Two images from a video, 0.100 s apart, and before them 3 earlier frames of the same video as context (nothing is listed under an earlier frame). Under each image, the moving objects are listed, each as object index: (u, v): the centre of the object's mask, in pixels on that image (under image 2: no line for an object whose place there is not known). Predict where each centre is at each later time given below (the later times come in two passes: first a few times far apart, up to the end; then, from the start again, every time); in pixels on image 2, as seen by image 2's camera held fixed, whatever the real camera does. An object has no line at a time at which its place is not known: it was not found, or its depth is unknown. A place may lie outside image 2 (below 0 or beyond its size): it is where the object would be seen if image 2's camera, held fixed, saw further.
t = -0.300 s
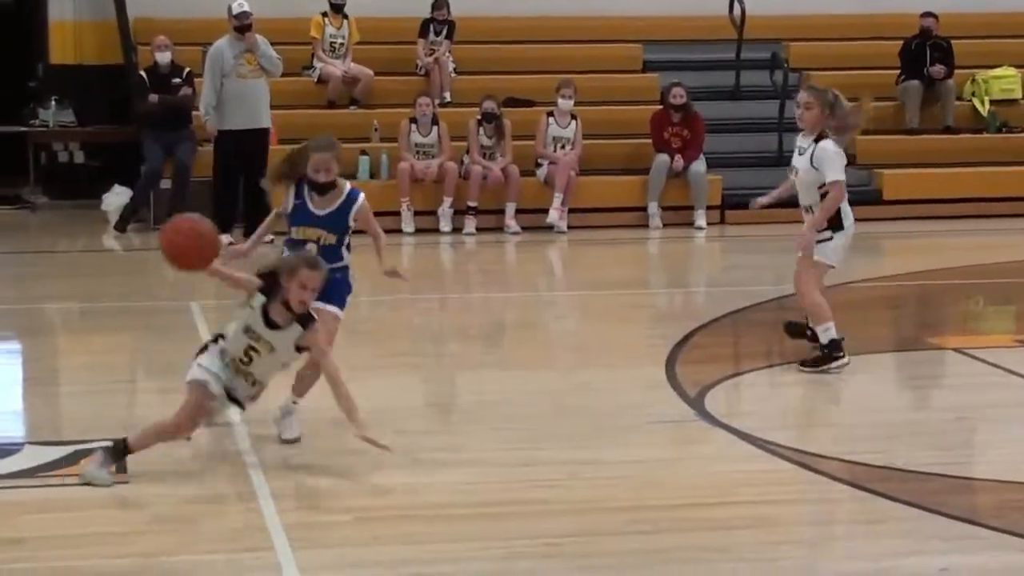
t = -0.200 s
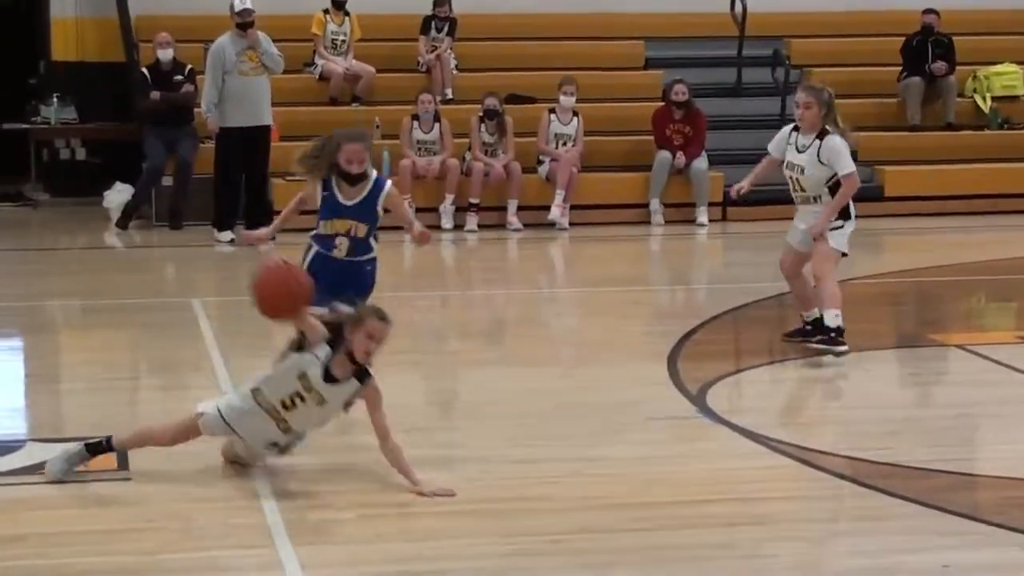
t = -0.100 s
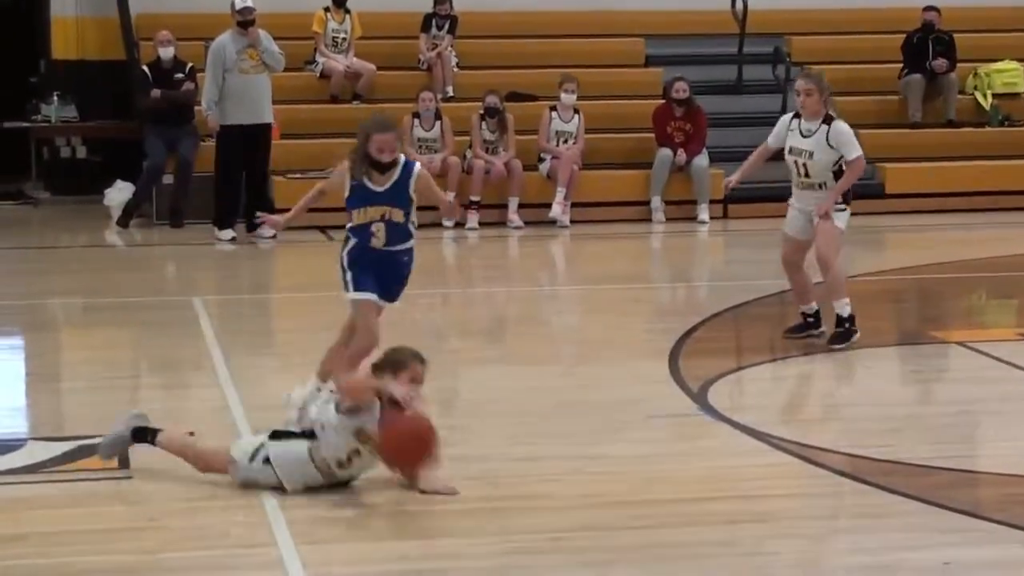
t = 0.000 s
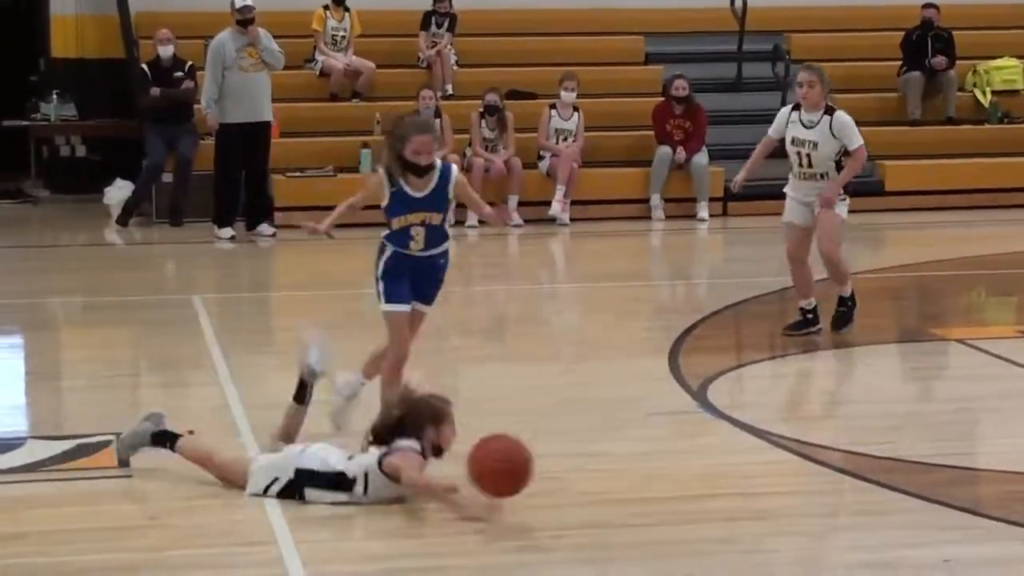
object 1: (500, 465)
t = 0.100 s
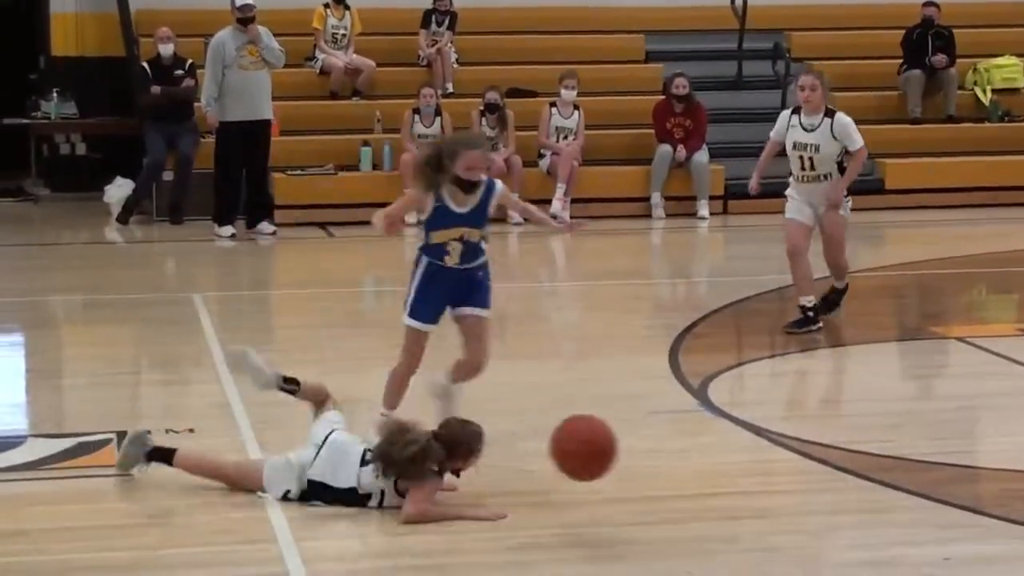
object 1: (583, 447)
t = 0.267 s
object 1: (732, 483)
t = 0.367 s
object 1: (827, 544)
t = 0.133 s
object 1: (612, 448)
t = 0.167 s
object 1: (641, 451)
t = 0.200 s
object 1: (671, 459)
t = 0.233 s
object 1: (701, 469)
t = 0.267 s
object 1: (732, 483)
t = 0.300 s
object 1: (763, 499)
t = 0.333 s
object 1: (795, 520)
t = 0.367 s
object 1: (827, 544)
